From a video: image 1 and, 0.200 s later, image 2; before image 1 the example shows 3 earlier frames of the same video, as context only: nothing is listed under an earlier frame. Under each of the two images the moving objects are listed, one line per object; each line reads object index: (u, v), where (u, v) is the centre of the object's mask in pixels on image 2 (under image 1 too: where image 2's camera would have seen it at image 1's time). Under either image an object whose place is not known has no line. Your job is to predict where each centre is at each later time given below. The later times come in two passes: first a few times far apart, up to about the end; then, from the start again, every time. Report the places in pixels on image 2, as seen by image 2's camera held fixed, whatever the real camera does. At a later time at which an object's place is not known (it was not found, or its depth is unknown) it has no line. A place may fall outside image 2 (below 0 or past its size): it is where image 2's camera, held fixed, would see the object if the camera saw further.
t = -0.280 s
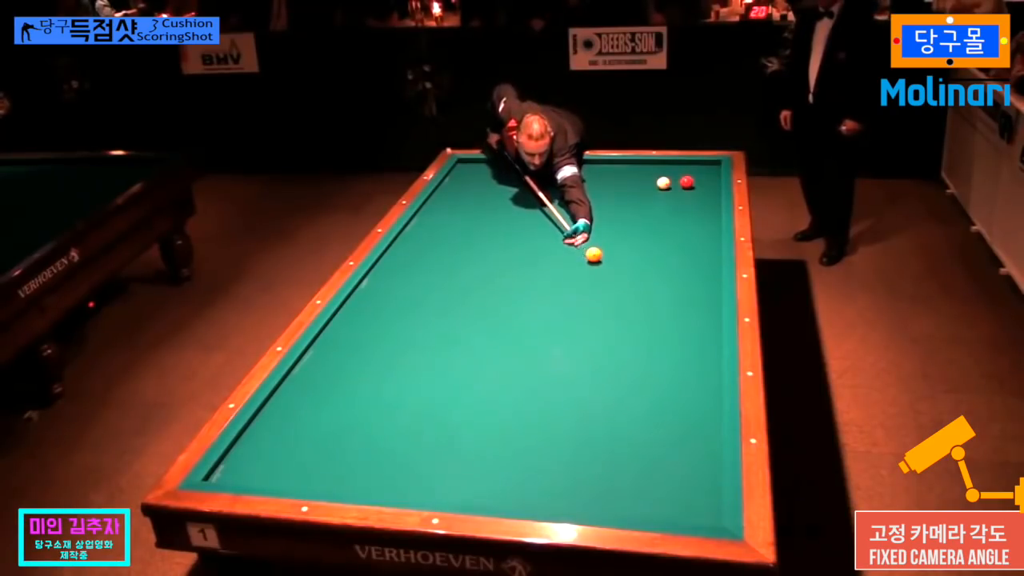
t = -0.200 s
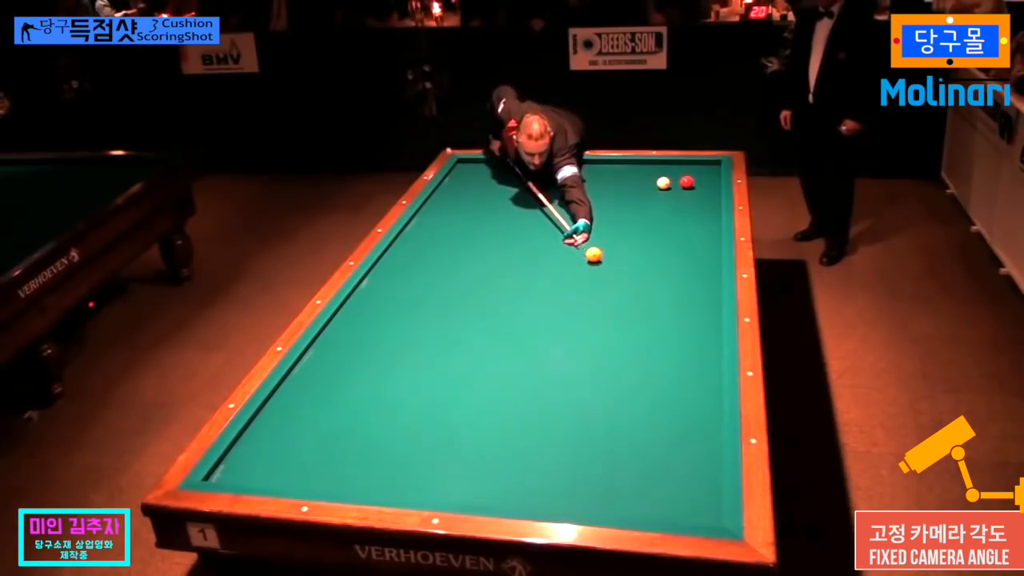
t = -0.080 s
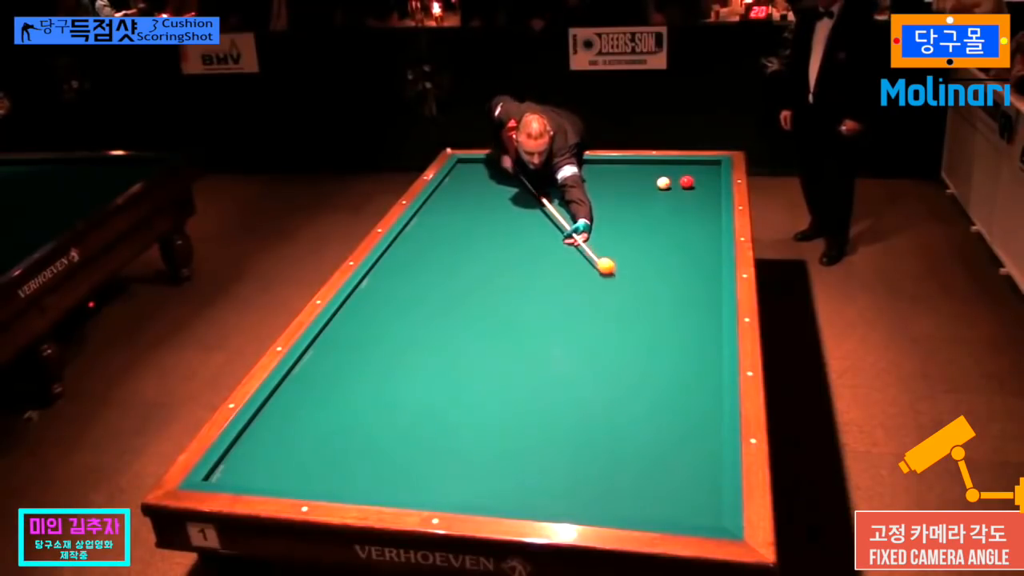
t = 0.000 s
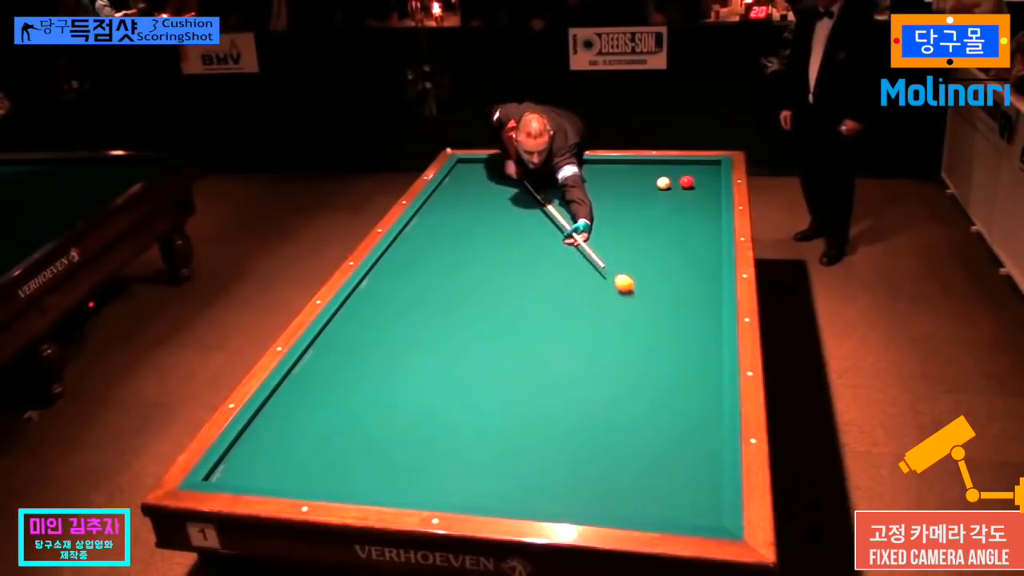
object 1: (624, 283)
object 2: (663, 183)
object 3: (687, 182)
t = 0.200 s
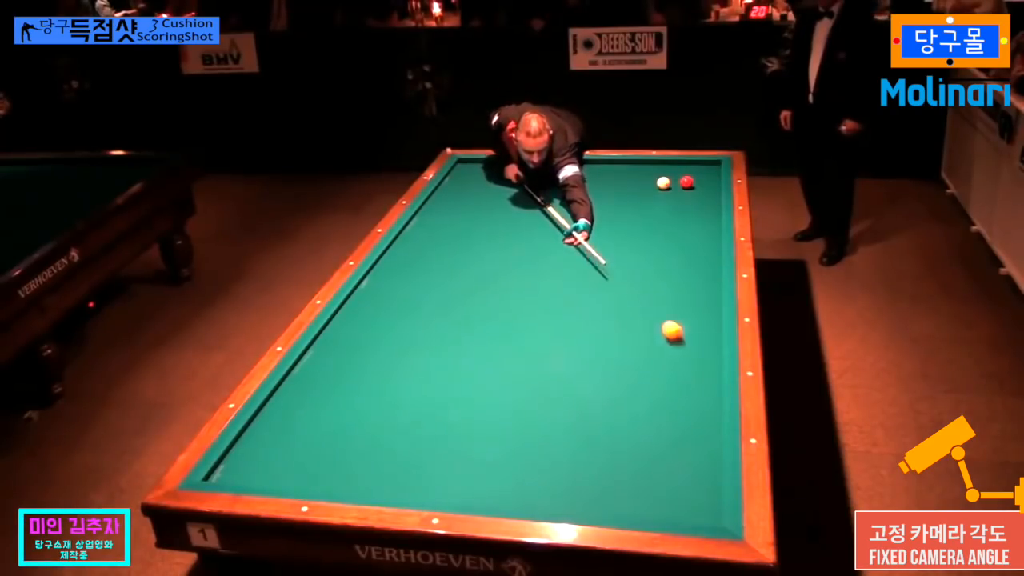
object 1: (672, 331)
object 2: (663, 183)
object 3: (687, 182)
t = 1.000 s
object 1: (547, 435)
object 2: (663, 183)
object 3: (687, 182)
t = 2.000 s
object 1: (382, 287)
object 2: (663, 183)
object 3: (687, 182)
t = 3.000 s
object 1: (504, 213)
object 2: (663, 183)
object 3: (687, 182)
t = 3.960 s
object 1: (606, 163)
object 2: (663, 183)
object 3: (687, 182)
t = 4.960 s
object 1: (680, 179)
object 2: (666, 191)
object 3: (694, 183)
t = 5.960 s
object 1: (708, 176)
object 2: (674, 210)
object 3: (707, 190)
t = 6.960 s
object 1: (711, 176)
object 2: (680, 229)
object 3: (692, 193)
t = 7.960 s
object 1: (710, 176)
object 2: (686, 244)
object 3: (687, 193)
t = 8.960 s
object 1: (710, 176)
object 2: (690, 255)
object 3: (686, 193)
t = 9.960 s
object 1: (710, 176)
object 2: (693, 262)
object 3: (686, 193)
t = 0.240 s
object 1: (683, 341)
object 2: (663, 183)
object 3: (687, 182)
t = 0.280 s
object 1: (694, 353)
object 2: (663, 183)
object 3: (687, 182)
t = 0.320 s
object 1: (706, 364)
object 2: (663, 183)
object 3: (687, 182)
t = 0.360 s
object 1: (710, 376)
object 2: (663, 183)
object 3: (687, 182)
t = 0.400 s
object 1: (700, 387)
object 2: (663, 183)
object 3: (687, 182)
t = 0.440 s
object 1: (689, 399)
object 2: (663, 183)
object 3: (687, 182)
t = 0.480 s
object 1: (680, 411)
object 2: (663, 183)
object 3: (687, 182)
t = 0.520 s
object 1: (670, 424)
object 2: (663, 183)
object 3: (687, 182)
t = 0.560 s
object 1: (661, 437)
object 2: (663, 183)
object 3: (687, 182)
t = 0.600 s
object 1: (652, 450)
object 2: (663, 183)
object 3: (687, 182)
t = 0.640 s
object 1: (642, 465)
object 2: (663, 183)
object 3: (687, 182)
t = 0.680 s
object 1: (632, 480)
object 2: (663, 183)
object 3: (687, 182)
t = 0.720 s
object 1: (621, 496)
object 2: (663, 183)
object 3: (687, 182)
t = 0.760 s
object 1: (609, 507)
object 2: (663, 183)
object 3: (687, 182)
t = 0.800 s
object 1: (598, 495)
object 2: (663, 183)
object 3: (687, 182)
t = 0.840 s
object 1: (586, 480)
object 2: (663, 183)
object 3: (687, 182)
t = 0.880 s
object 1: (576, 468)
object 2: (663, 183)
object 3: (687, 182)
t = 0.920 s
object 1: (566, 456)
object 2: (663, 183)
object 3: (687, 182)
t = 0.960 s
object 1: (556, 445)
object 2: (663, 183)
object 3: (687, 182)
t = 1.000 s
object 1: (547, 435)
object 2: (663, 183)
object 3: (687, 182)
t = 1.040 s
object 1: (538, 425)
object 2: (663, 183)
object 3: (687, 182)
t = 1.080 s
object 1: (529, 417)
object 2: (663, 183)
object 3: (687, 182)
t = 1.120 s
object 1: (521, 409)
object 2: (663, 183)
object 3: (687, 182)
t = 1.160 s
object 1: (512, 402)
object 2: (663, 183)
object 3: (687, 182)
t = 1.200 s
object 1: (504, 395)
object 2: (663, 183)
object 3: (687, 182)
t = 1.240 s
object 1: (497, 388)
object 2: (663, 183)
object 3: (687, 182)
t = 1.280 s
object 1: (489, 381)
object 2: (663, 183)
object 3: (687, 182)
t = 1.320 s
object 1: (482, 375)
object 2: (663, 183)
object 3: (687, 182)
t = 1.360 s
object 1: (475, 368)
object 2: (663, 183)
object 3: (687, 182)
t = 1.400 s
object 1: (468, 362)
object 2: (663, 183)
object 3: (687, 182)
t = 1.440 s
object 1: (461, 356)
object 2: (663, 183)
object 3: (687, 182)
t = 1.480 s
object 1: (455, 350)
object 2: (663, 183)
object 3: (687, 182)
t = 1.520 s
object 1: (448, 345)
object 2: (663, 183)
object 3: (687, 182)
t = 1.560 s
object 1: (442, 339)
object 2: (663, 183)
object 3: (687, 182)
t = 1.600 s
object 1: (436, 334)
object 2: (663, 183)
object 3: (687, 182)
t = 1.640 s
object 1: (430, 329)
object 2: (663, 183)
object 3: (687, 182)
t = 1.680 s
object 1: (424, 324)
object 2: (663, 183)
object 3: (687, 182)
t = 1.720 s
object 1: (418, 319)
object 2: (663, 183)
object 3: (687, 182)
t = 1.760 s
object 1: (413, 314)
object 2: (663, 183)
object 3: (687, 182)
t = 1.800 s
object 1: (407, 309)
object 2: (663, 183)
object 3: (687, 182)
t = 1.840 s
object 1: (402, 305)
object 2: (663, 183)
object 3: (687, 182)
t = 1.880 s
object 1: (397, 300)
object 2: (663, 183)
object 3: (687, 182)
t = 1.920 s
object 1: (392, 296)
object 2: (663, 183)
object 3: (687, 182)
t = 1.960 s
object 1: (387, 291)
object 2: (663, 183)
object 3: (687, 182)
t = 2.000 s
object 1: (382, 287)
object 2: (663, 183)
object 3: (687, 182)
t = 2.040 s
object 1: (378, 283)
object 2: (663, 183)
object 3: (687, 182)
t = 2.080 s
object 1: (373, 279)
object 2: (663, 183)
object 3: (687, 182)
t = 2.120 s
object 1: (371, 276)
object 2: (663, 183)
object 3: (687, 182)
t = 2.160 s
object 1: (380, 272)
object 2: (663, 183)
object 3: (687, 182)
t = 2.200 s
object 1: (388, 269)
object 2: (664, 183)
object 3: (687, 182)
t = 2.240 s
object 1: (395, 266)
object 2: (663, 183)
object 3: (687, 182)
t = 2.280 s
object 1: (402, 262)
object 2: (663, 183)
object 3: (687, 182)
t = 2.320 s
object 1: (409, 259)
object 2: (663, 183)
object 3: (687, 182)
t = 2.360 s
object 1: (415, 256)
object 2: (663, 183)
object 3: (687, 182)
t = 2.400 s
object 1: (422, 253)
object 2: (663, 183)
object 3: (687, 182)
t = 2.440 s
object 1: (428, 250)
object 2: (663, 183)
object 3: (687, 182)
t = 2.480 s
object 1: (434, 247)
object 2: (663, 183)
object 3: (687, 182)
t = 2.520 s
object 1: (440, 244)
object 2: (663, 183)
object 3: (687, 182)
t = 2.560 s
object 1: (445, 241)
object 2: (663, 183)
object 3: (687, 182)
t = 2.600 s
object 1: (451, 239)
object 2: (663, 183)
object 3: (687, 182)
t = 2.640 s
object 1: (457, 236)
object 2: (663, 183)
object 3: (687, 182)
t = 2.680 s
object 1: (462, 233)
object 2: (663, 183)
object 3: (687, 182)
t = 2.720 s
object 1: (468, 230)
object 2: (663, 183)
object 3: (687, 182)
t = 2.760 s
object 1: (473, 228)
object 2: (663, 183)
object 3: (687, 182)
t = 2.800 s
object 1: (479, 225)
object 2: (663, 183)
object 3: (687, 182)
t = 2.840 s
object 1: (484, 223)
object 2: (663, 183)
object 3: (687, 182)
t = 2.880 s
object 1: (489, 220)
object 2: (663, 183)
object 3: (687, 182)
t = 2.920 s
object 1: (494, 217)
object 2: (663, 183)
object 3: (687, 182)
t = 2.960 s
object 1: (499, 215)
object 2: (663, 183)
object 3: (687, 182)
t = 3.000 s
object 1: (504, 213)
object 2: (663, 183)
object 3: (687, 182)
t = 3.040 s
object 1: (509, 210)
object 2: (663, 183)
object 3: (687, 182)
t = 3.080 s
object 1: (514, 208)
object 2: (663, 183)
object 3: (687, 182)
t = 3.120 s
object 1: (519, 206)
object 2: (663, 183)
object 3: (687, 182)
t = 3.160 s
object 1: (523, 203)
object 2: (663, 183)
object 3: (687, 182)
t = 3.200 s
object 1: (528, 201)
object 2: (663, 183)
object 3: (687, 182)
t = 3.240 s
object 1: (533, 199)
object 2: (663, 183)
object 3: (687, 182)
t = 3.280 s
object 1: (537, 197)
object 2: (663, 183)
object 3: (687, 182)
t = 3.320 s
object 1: (542, 194)
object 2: (663, 183)
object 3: (687, 182)
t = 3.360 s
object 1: (546, 192)
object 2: (663, 183)
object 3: (687, 182)
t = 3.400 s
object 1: (551, 190)
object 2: (663, 183)
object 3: (687, 182)
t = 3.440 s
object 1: (555, 188)
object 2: (663, 183)
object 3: (687, 182)
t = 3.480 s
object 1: (559, 186)
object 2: (663, 183)
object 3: (687, 182)
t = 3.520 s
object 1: (563, 184)
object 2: (663, 183)
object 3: (687, 182)
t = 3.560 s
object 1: (567, 182)
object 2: (663, 183)
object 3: (687, 182)
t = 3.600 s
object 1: (571, 180)
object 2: (663, 183)
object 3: (687, 182)
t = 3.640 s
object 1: (575, 178)
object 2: (663, 183)
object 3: (687, 182)
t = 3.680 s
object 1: (579, 176)
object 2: (663, 183)
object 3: (687, 182)
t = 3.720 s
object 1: (583, 174)
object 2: (663, 183)
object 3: (687, 182)
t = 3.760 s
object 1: (587, 172)
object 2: (663, 183)
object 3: (687, 182)
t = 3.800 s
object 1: (591, 170)
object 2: (663, 183)
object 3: (687, 182)
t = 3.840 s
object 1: (595, 168)
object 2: (663, 183)
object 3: (687, 182)
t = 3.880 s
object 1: (599, 167)
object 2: (663, 183)
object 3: (687, 182)
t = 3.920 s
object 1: (602, 165)
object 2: (663, 183)
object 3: (687, 182)
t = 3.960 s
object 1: (606, 163)
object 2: (663, 183)
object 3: (687, 182)
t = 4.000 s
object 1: (610, 161)
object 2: (663, 183)
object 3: (687, 182)
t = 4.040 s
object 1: (613, 162)
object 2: (663, 183)
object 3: (687, 182)
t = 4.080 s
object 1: (616, 163)
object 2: (663, 183)
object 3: (687, 182)
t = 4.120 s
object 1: (620, 165)
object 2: (664, 183)
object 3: (687, 182)
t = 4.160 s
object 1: (623, 166)
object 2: (664, 183)
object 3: (687, 182)
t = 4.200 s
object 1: (626, 167)
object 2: (664, 183)
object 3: (687, 182)
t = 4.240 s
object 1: (630, 168)
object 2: (664, 183)
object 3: (687, 182)
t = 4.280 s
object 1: (633, 169)
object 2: (664, 183)
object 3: (687, 182)
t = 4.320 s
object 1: (637, 170)
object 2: (664, 183)
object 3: (687, 182)
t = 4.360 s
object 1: (640, 171)
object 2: (664, 183)
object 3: (687, 182)
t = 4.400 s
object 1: (644, 173)
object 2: (664, 183)
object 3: (687, 182)
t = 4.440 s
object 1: (646, 174)
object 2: (663, 183)
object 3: (687, 182)
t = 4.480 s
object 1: (650, 174)
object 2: (664, 183)
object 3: (687, 182)
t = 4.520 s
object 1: (653, 175)
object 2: (664, 183)
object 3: (687, 182)
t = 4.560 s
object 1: (656, 176)
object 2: (664, 184)
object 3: (687, 182)
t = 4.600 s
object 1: (659, 176)
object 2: (664, 184)
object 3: (687, 182)
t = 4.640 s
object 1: (664, 176)
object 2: (664, 185)
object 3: (687, 182)
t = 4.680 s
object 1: (668, 177)
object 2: (664, 185)
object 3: (687, 182)
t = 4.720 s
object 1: (671, 178)
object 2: (664, 186)
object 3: (687, 182)
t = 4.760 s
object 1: (673, 179)
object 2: (664, 187)
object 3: (687, 182)
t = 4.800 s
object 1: (675, 179)
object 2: (665, 187)
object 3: (688, 182)
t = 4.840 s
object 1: (676, 179)
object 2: (665, 188)
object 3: (690, 182)
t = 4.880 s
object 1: (678, 179)
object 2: (665, 189)
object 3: (691, 183)
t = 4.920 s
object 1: (679, 179)
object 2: (666, 190)
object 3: (693, 183)
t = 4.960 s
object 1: (680, 179)
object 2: (666, 191)
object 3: (694, 183)
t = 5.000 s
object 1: (682, 179)
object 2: (666, 191)
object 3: (696, 184)
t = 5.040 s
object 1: (683, 179)
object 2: (667, 192)
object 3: (698, 184)
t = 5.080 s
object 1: (685, 179)
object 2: (667, 193)
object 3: (699, 185)
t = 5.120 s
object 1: (686, 179)
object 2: (667, 194)
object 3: (701, 185)
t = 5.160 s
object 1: (687, 178)
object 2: (668, 195)
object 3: (703, 185)
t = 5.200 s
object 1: (688, 178)
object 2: (668, 195)
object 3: (704, 186)
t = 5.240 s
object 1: (689, 178)
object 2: (668, 196)
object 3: (706, 186)
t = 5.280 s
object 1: (691, 178)
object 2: (668, 197)
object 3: (707, 186)
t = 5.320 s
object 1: (692, 178)
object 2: (669, 198)
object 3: (709, 186)
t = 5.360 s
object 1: (693, 178)
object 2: (669, 199)
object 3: (710, 186)
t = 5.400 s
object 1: (694, 178)
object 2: (670, 200)
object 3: (712, 187)
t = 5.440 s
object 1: (695, 178)
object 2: (670, 200)
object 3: (713, 188)
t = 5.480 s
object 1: (696, 178)
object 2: (670, 201)
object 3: (714, 188)
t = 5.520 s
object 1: (697, 178)
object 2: (671, 202)
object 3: (714, 188)
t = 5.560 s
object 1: (698, 178)
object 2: (671, 203)
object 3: (714, 188)
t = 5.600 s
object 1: (699, 177)
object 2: (671, 203)
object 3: (713, 189)
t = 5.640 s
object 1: (700, 177)
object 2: (671, 204)
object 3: (713, 189)
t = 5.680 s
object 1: (701, 177)
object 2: (672, 205)
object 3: (712, 189)
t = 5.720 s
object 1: (702, 177)
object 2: (672, 206)
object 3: (711, 189)
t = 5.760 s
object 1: (703, 177)
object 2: (672, 206)
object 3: (711, 189)
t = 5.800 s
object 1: (704, 176)
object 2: (672, 207)
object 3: (710, 189)
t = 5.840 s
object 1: (705, 176)
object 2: (673, 208)
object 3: (709, 190)
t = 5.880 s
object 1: (706, 176)
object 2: (673, 209)
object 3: (708, 190)
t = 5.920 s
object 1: (707, 176)
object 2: (674, 209)
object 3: (708, 190)
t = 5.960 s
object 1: (708, 176)
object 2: (674, 210)
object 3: (707, 190)
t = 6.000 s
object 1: (709, 177)
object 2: (674, 211)
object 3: (706, 190)
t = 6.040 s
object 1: (710, 176)
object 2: (675, 212)
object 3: (705, 190)
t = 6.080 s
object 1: (710, 176)
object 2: (675, 213)
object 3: (705, 191)
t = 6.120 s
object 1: (711, 176)
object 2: (675, 213)
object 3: (704, 191)
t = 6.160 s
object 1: (712, 176)
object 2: (675, 214)
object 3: (703, 191)
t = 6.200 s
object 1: (713, 176)
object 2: (676, 215)
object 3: (702, 191)
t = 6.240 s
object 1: (714, 176)
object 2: (676, 216)
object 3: (702, 191)
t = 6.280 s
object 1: (714, 176)
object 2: (676, 217)
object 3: (701, 191)
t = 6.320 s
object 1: (715, 176)
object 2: (676, 217)
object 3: (700, 191)
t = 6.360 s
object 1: (714, 176)
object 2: (676, 218)
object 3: (699, 191)
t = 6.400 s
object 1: (714, 176)
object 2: (677, 219)
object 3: (699, 191)
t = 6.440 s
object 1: (714, 176)
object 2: (677, 219)
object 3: (698, 191)
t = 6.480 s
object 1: (714, 176)
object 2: (677, 220)
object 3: (698, 191)
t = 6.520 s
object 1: (713, 176)
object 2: (677, 221)
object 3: (698, 192)
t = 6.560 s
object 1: (713, 176)
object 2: (678, 222)
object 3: (697, 192)
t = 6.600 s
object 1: (713, 176)
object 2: (678, 222)
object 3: (697, 192)
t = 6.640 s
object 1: (712, 176)
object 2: (678, 223)
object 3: (696, 192)
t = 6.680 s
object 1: (712, 176)
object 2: (678, 224)
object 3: (696, 192)
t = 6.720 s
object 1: (712, 176)
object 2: (679, 224)
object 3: (695, 192)
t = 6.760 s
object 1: (712, 176)
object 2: (679, 225)
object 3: (695, 192)
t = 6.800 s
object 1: (712, 176)
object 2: (679, 226)
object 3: (694, 192)
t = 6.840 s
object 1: (711, 176)
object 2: (679, 226)
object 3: (694, 192)
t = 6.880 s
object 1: (711, 176)
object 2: (680, 227)
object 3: (693, 193)
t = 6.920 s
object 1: (711, 176)
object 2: (680, 228)
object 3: (693, 193)
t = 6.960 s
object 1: (711, 176)
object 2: (680, 229)
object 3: (692, 193)
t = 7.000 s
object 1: (711, 176)
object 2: (680, 229)
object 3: (691, 193)
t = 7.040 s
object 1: (711, 176)
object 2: (680, 230)
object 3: (691, 193)
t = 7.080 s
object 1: (711, 176)
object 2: (681, 231)
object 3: (691, 193)
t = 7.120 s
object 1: (711, 176)
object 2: (681, 231)
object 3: (691, 193)
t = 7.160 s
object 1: (711, 176)
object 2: (681, 232)
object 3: (690, 193)
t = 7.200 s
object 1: (711, 176)
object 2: (682, 233)
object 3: (690, 193)
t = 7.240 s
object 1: (711, 176)
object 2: (682, 233)
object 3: (690, 193)
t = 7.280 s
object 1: (710, 176)
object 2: (682, 234)
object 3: (690, 193)
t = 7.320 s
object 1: (710, 176)
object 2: (682, 235)
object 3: (689, 193)
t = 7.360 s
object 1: (710, 176)
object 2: (683, 235)
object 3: (688, 193)
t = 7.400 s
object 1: (710, 176)
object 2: (683, 236)
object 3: (688, 193)
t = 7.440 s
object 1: (710, 176)
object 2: (683, 236)
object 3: (688, 193)
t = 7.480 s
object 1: (710, 176)
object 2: (683, 237)
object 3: (688, 193)
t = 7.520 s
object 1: (710, 176)
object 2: (684, 238)
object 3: (688, 193)
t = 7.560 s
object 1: (710, 176)
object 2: (684, 238)
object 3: (688, 193)
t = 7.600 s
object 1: (710, 176)
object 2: (684, 239)
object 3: (688, 193)
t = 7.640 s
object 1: (710, 176)
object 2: (684, 239)
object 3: (687, 193)
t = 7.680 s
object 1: (710, 176)
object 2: (684, 240)
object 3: (687, 193)
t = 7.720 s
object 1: (710, 176)
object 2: (685, 240)
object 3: (687, 193)
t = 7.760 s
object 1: (710, 176)
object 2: (685, 241)
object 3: (687, 193)
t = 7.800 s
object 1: (710, 176)
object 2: (685, 241)
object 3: (687, 193)
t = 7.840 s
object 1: (710, 176)
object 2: (685, 242)
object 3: (687, 193)
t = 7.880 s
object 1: (710, 176)
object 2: (686, 243)
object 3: (687, 193)
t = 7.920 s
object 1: (710, 176)
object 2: (686, 243)
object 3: (687, 193)
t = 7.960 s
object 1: (710, 176)
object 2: (686, 244)
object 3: (687, 193)
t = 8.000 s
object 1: (710, 176)
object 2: (686, 244)
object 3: (686, 193)
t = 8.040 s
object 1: (710, 176)
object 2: (686, 245)
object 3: (686, 193)
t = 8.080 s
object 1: (710, 176)
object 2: (687, 245)
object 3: (686, 193)
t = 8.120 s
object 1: (710, 176)
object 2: (687, 246)
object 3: (686, 193)
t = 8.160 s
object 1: (710, 176)
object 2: (687, 246)
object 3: (686, 193)
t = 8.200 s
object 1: (710, 176)
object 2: (687, 247)
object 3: (686, 193)
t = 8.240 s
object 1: (710, 176)
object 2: (687, 247)
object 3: (686, 193)
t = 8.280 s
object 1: (710, 176)
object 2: (687, 248)
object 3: (686, 193)
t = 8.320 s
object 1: (710, 176)
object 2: (687, 248)
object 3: (686, 193)
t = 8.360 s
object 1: (710, 176)
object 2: (688, 249)
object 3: (686, 193)
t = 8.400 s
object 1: (710, 176)
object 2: (688, 249)
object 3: (686, 193)
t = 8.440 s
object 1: (710, 176)
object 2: (688, 250)
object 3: (686, 193)
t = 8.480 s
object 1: (710, 176)
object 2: (688, 250)
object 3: (686, 193)
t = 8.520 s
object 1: (710, 176)
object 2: (688, 250)
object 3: (686, 193)
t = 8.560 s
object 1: (710, 176)
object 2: (688, 251)
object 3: (686, 193)
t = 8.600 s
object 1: (710, 176)
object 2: (688, 251)
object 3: (686, 193)
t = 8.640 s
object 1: (710, 176)
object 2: (689, 252)
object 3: (686, 193)
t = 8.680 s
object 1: (710, 176)
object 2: (689, 252)
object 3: (686, 193)
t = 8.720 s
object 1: (710, 176)
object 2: (689, 253)
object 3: (686, 193)
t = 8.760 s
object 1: (710, 176)
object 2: (689, 253)
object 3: (686, 193)
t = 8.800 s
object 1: (710, 176)
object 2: (689, 253)
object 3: (686, 193)
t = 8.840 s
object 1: (710, 176)
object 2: (689, 254)
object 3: (686, 193)
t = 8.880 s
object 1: (710, 176)
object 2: (689, 254)
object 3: (686, 193)
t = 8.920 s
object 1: (710, 176)
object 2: (689, 255)
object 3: (686, 193)
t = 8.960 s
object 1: (710, 176)
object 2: (690, 255)
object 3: (686, 193)
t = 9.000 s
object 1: (710, 176)
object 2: (690, 255)
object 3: (686, 193)
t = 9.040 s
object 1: (710, 176)
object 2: (690, 256)
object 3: (686, 193)
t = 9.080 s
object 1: (710, 176)
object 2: (690, 256)
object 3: (686, 193)
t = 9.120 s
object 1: (710, 176)
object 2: (690, 256)
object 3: (686, 193)
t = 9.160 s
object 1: (710, 176)
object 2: (690, 257)
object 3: (686, 193)
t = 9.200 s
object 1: (710, 176)
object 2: (690, 257)
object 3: (686, 193)
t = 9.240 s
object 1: (710, 176)
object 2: (691, 257)
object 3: (686, 193)
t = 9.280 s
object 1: (710, 176)
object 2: (691, 258)
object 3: (686, 193)
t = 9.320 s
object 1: (710, 176)
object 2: (691, 258)
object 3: (686, 193)
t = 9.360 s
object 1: (710, 176)
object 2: (691, 258)
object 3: (686, 193)
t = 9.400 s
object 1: (710, 176)
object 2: (691, 259)
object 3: (686, 193)
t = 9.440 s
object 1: (710, 176)
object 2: (691, 259)
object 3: (686, 193)
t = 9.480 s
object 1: (710, 176)
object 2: (691, 259)
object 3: (686, 193)
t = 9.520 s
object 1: (710, 176)
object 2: (692, 260)
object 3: (686, 193)
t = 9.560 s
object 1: (710, 176)
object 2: (692, 260)
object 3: (686, 193)
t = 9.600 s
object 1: (710, 176)
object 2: (692, 260)
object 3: (686, 193)
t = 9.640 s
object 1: (710, 176)
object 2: (692, 260)
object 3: (686, 193)
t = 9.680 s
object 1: (710, 176)
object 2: (692, 261)
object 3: (686, 193)
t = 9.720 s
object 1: (710, 176)
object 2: (692, 261)
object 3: (686, 193)
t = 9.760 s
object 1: (711, 176)
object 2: (692, 261)
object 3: (686, 193)
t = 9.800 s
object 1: (710, 176)
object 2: (692, 261)
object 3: (686, 193)
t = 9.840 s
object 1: (710, 176)
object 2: (692, 261)
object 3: (686, 193)
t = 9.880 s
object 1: (710, 176)
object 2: (693, 262)
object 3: (686, 193)
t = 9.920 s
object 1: (710, 176)
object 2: (693, 262)
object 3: (686, 193)
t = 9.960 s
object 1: (710, 176)
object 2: (693, 262)
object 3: (686, 193)
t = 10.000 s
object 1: (710, 176)
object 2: (693, 262)
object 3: (686, 194)
